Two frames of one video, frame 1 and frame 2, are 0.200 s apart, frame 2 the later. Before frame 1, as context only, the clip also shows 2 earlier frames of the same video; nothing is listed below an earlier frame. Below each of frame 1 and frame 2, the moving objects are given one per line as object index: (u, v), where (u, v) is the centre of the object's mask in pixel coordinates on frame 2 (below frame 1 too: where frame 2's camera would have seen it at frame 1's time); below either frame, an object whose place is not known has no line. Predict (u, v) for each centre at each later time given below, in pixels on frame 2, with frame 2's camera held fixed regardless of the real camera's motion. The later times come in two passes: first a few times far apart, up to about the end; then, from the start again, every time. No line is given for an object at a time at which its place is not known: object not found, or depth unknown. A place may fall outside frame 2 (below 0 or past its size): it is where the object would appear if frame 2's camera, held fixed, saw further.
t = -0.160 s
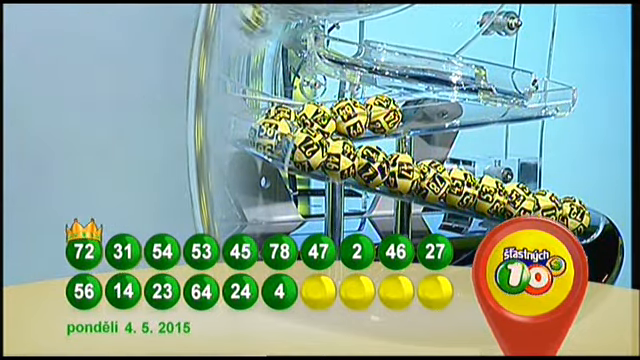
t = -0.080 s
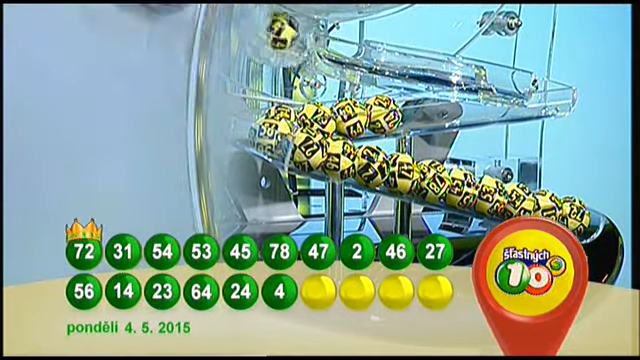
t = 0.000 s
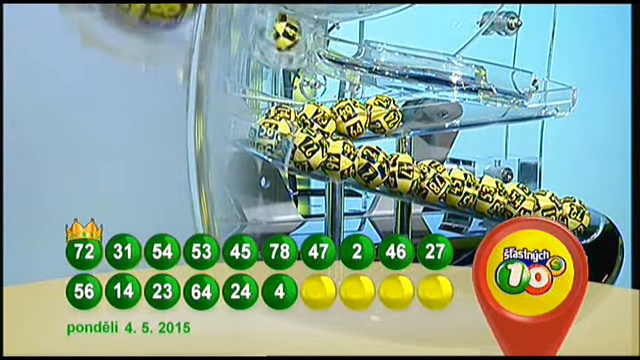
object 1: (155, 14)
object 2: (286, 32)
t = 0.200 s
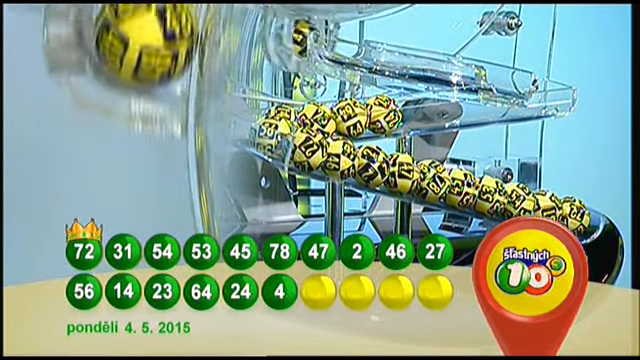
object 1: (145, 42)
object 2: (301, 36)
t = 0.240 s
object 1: (144, 50)
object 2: (308, 37)
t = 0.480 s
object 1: (138, 121)
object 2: (330, 39)
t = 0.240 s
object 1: (144, 50)
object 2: (308, 37)
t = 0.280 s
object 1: (142, 59)
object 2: (313, 36)
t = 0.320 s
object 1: (140, 73)
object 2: (318, 35)
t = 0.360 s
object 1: (140, 84)
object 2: (321, 37)
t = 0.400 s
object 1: (140, 96)
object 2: (323, 37)
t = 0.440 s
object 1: (139, 108)
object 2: (326, 38)
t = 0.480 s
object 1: (138, 121)
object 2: (330, 39)
